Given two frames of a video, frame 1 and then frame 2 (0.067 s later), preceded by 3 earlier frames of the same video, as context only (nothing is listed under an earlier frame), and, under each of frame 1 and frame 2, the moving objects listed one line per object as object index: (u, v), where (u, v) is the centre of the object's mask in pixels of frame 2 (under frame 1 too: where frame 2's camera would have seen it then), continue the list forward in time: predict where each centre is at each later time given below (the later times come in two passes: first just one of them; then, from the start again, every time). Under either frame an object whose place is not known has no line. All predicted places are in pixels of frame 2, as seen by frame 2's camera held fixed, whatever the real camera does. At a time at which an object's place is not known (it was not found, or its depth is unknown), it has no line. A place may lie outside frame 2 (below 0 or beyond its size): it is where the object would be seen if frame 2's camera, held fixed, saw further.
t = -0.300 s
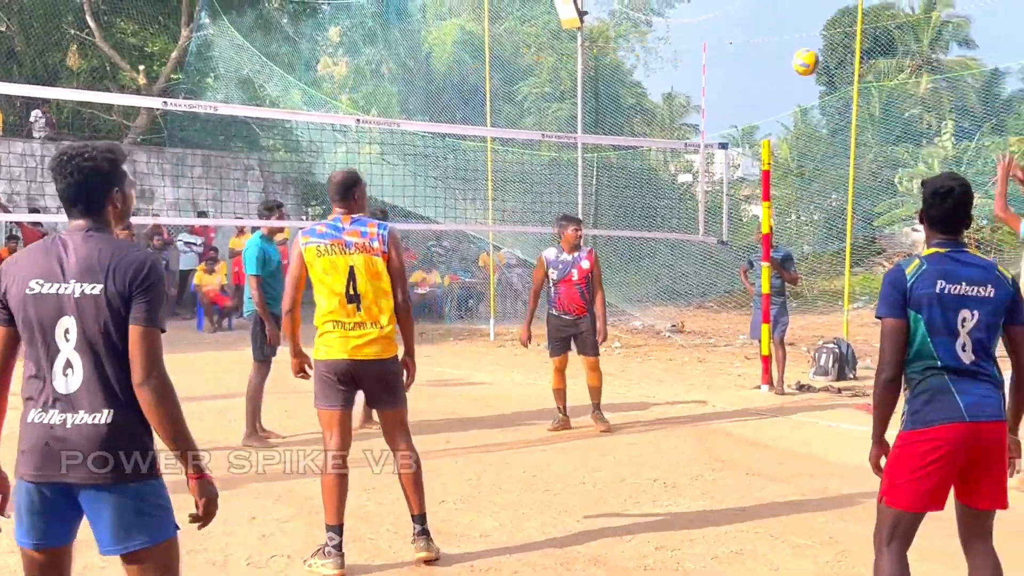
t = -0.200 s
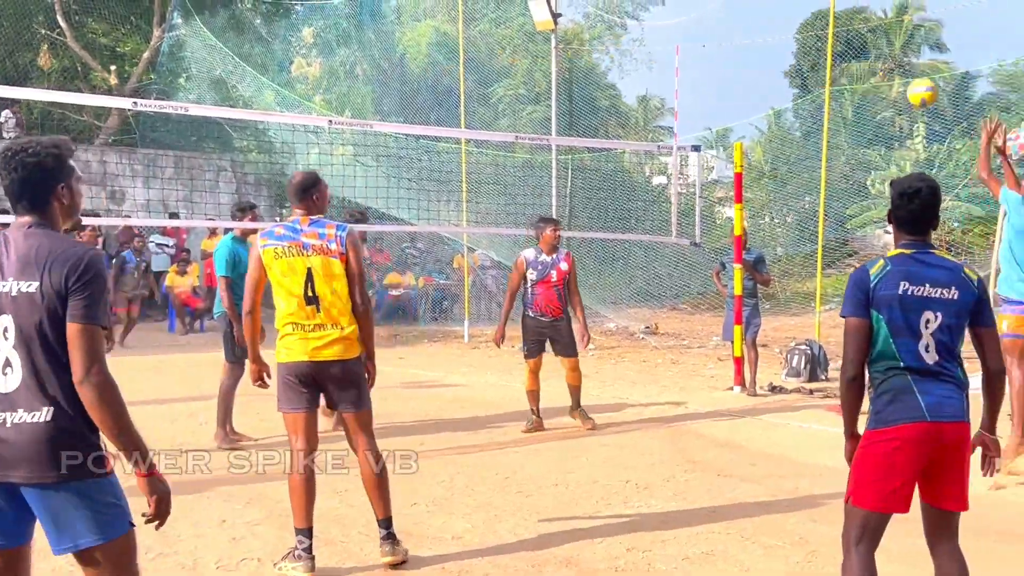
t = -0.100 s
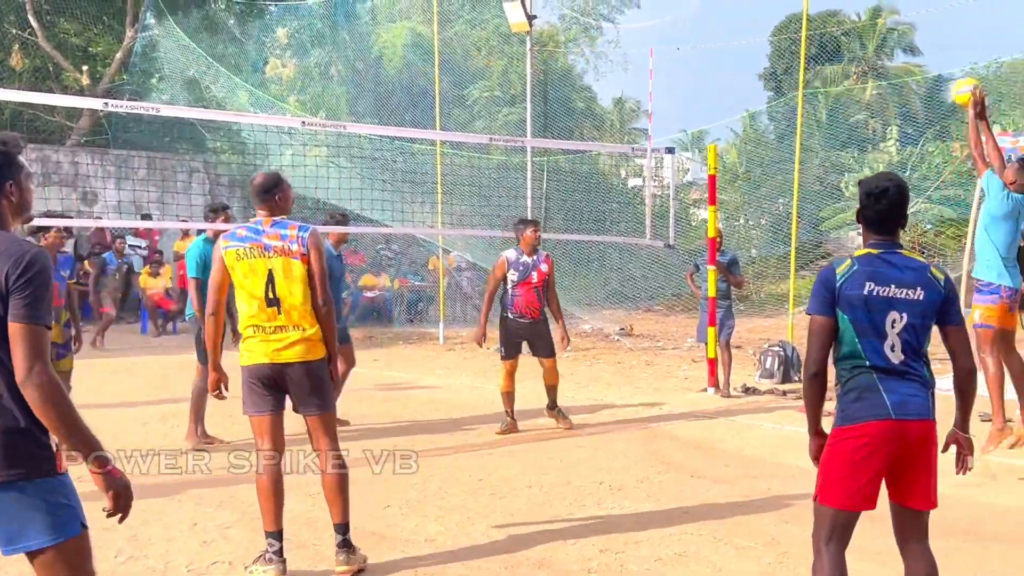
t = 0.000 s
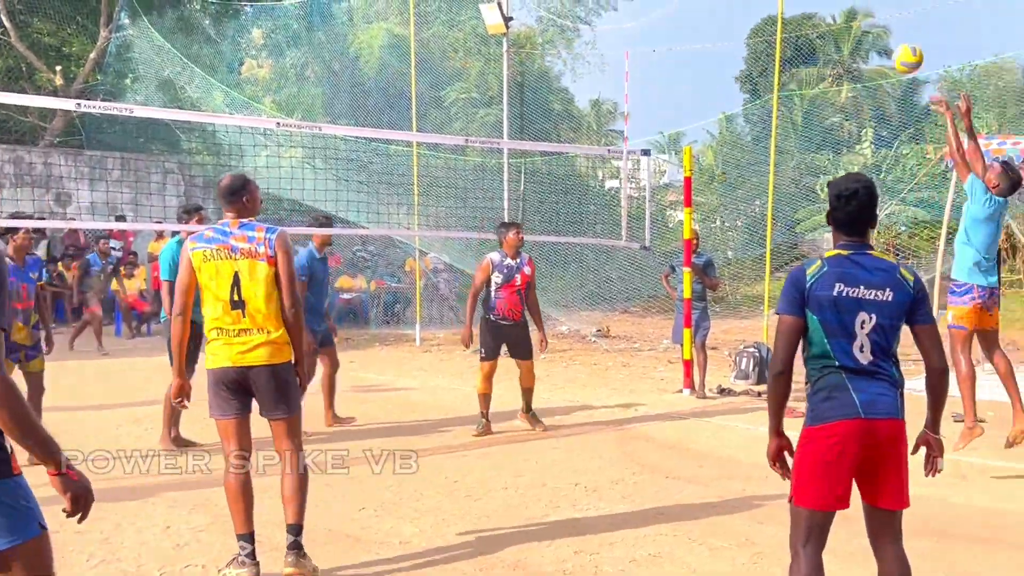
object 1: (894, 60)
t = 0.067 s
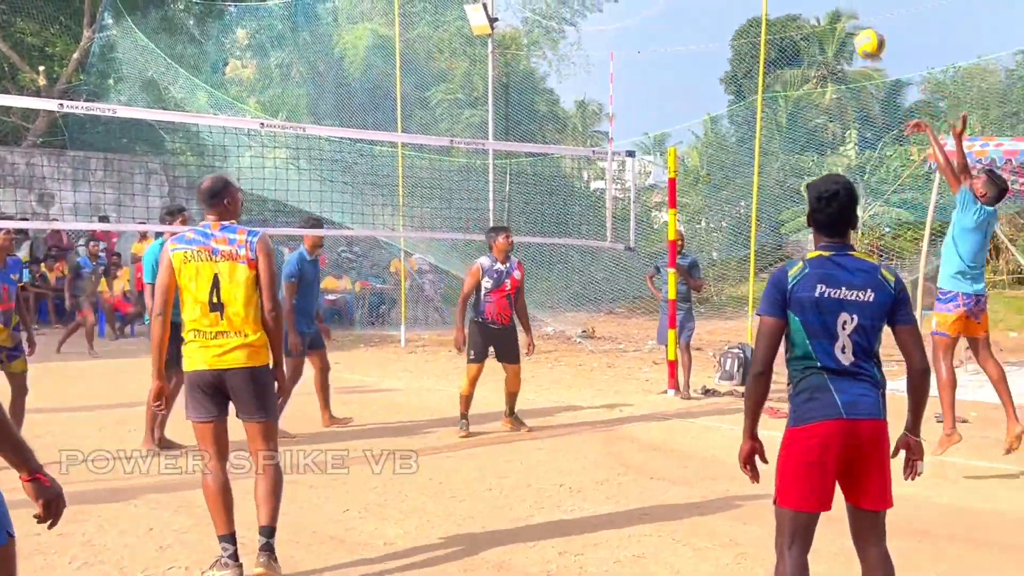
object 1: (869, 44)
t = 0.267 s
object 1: (800, 30)
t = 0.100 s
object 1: (858, 38)
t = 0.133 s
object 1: (845, 33)
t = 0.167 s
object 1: (834, 30)
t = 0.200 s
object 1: (822, 29)
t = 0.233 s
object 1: (811, 29)
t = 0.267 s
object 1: (800, 30)
